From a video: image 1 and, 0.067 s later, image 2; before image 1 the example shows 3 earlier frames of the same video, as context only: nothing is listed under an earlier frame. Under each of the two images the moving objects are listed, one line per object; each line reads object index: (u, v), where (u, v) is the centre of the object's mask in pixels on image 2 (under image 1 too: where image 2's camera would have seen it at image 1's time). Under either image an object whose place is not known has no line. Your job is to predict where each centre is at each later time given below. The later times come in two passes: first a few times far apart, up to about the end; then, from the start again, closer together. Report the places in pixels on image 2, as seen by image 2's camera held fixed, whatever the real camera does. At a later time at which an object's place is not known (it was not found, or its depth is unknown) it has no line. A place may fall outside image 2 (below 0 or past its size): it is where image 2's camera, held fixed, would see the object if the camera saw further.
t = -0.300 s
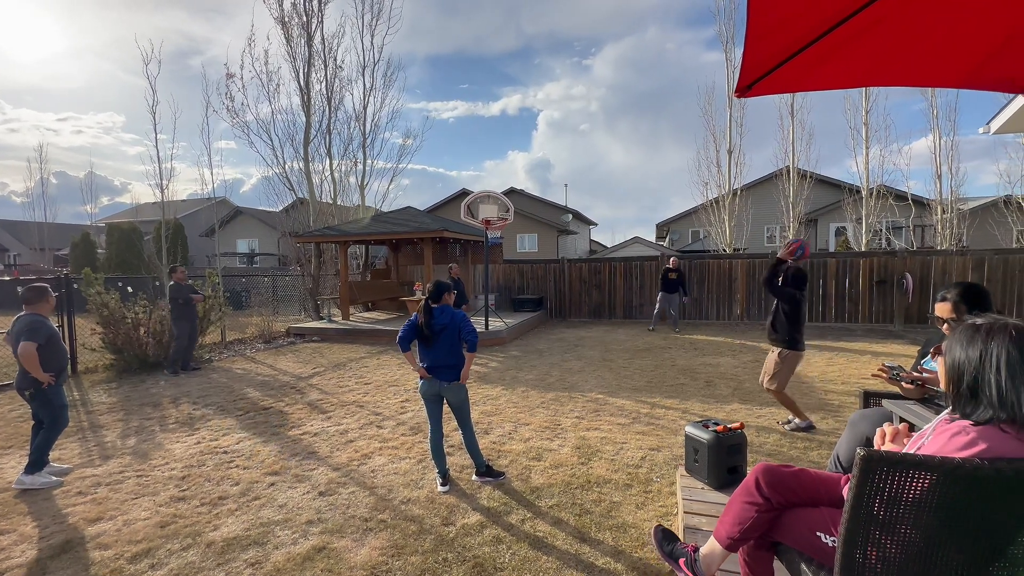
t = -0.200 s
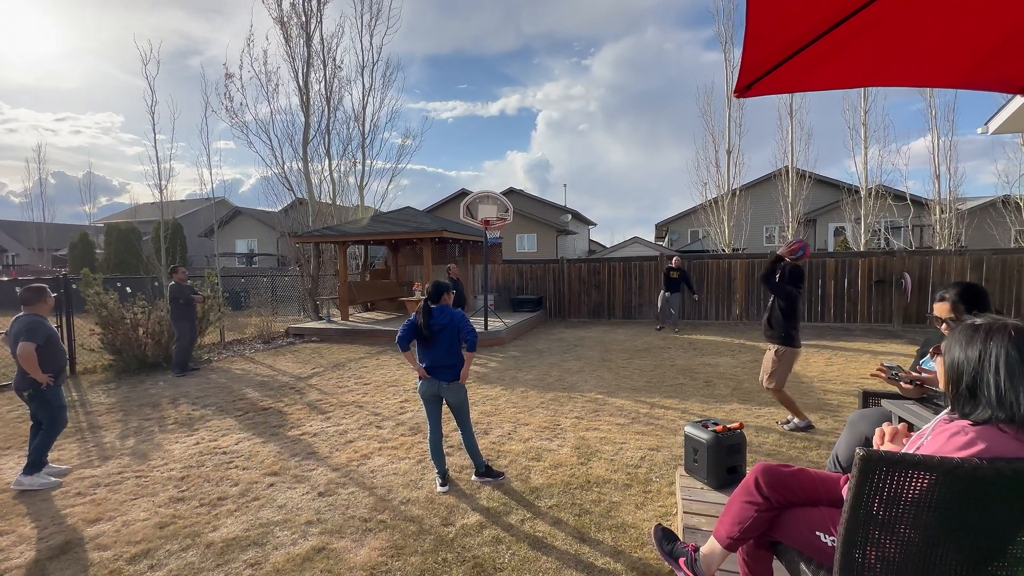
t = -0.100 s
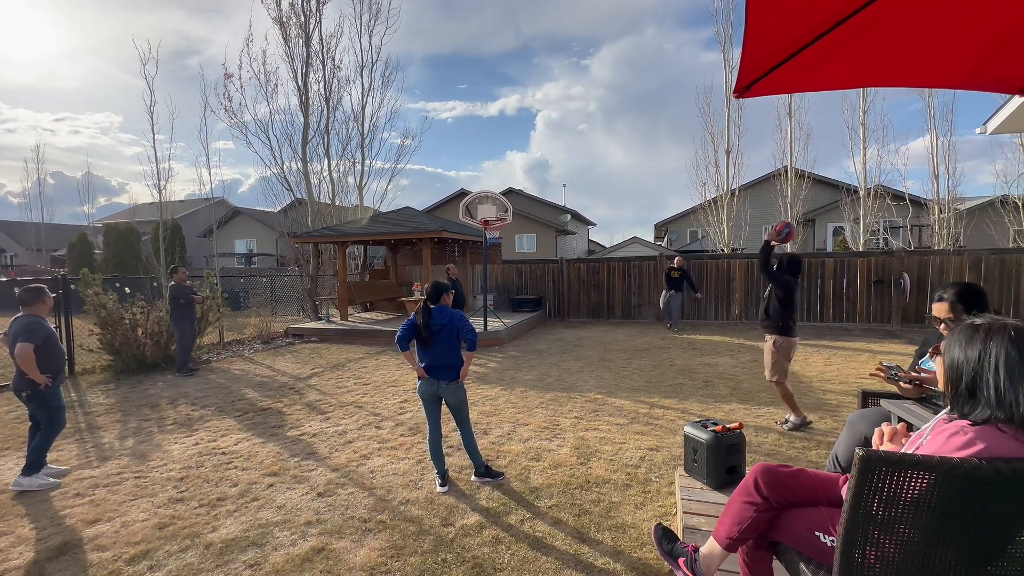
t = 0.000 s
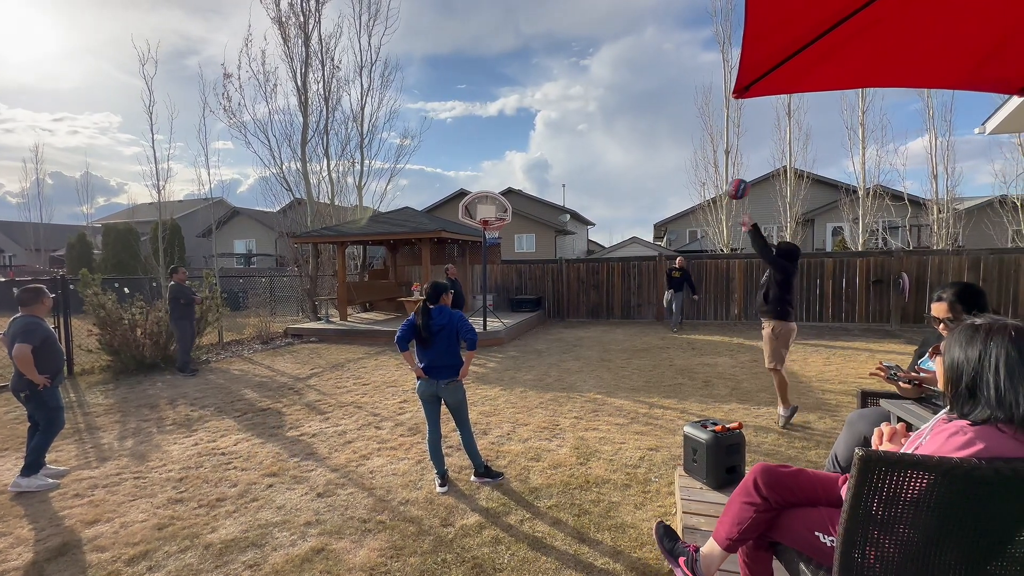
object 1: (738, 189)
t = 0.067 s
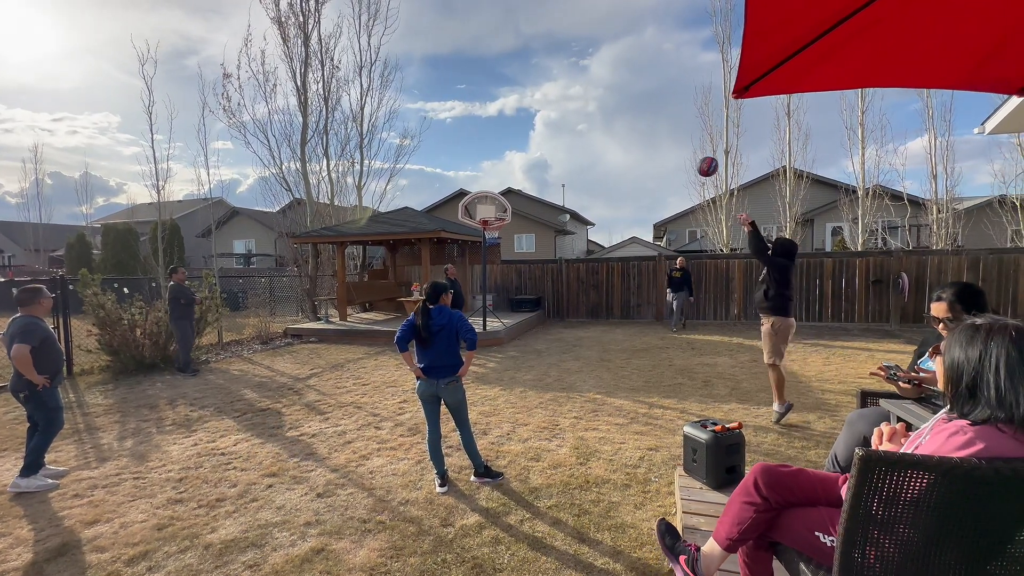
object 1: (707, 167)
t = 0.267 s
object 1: (635, 132)
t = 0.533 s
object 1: (566, 138)
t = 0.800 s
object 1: (519, 180)
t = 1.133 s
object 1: (513, 221)
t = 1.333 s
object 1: (532, 242)
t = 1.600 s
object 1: (558, 301)
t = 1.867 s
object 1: (577, 316)
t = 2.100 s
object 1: (592, 291)
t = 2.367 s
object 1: (609, 297)
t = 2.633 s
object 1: (626, 339)
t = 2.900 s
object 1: (644, 320)
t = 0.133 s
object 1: (681, 150)
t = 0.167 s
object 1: (668, 144)
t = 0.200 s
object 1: (657, 139)
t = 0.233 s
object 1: (646, 135)
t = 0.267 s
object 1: (635, 132)
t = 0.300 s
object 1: (625, 130)
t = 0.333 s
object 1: (615, 129)
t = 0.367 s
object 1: (606, 129)
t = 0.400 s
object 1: (597, 129)
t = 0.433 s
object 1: (589, 131)
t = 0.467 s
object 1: (581, 133)
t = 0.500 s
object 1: (574, 135)
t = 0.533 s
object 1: (566, 138)
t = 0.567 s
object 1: (559, 142)
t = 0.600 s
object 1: (553, 146)
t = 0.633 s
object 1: (547, 151)
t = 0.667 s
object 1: (541, 156)
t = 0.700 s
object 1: (535, 161)
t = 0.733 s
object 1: (529, 167)
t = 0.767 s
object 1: (524, 174)
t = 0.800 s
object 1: (519, 180)
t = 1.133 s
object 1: (513, 221)
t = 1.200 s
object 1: (519, 227)
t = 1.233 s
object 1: (523, 229)
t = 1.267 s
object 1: (525, 233)
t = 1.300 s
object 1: (529, 237)
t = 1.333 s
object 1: (532, 242)
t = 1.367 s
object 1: (535, 248)
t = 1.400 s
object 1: (538, 254)
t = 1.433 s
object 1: (542, 259)
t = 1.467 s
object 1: (545, 267)
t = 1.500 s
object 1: (548, 275)
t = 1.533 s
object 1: (550, 283)
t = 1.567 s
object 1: (555, 291)
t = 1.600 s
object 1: (558, 301)
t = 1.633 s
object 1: (561, 311)
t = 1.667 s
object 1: (564, 321)
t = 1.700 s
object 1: (567, 331)
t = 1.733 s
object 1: (571, 342)
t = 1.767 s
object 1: (573, 335)
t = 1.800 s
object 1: (574, 328)
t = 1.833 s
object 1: (576, 322)
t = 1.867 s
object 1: (577, 316)
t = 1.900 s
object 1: (580, 309)
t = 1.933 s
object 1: (582, 306)
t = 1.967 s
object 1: (584, 302)
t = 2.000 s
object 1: (586, 298)
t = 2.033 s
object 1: (588, 295)
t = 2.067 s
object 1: (590, 292)
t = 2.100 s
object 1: (592, 291)
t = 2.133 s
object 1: (594, 290)
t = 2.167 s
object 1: (597, 289)
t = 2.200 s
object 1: (598, 290)
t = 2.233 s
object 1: (600, 289)
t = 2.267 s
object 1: (602, 290)
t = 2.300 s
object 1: (604, 291)
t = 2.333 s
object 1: (606, 294)
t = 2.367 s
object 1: (609, 297)
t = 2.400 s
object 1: (610, 300)
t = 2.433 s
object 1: (612, 303)
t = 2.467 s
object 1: (615, 308)
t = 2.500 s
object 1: (617, 312)
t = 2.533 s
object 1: (620, 319)
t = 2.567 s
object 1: (622, 325)
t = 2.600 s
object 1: (624, 331)
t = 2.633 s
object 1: (626, 339)
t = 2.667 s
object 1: (628, 342)
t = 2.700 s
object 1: (630, 337)
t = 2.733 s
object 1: (632, 333)
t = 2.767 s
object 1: (635, 329)
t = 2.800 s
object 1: (637, 327)
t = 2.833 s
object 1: (639, 324)
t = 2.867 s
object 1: (642, 322)
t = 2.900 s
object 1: (644, 320)
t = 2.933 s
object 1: (647, 320)
